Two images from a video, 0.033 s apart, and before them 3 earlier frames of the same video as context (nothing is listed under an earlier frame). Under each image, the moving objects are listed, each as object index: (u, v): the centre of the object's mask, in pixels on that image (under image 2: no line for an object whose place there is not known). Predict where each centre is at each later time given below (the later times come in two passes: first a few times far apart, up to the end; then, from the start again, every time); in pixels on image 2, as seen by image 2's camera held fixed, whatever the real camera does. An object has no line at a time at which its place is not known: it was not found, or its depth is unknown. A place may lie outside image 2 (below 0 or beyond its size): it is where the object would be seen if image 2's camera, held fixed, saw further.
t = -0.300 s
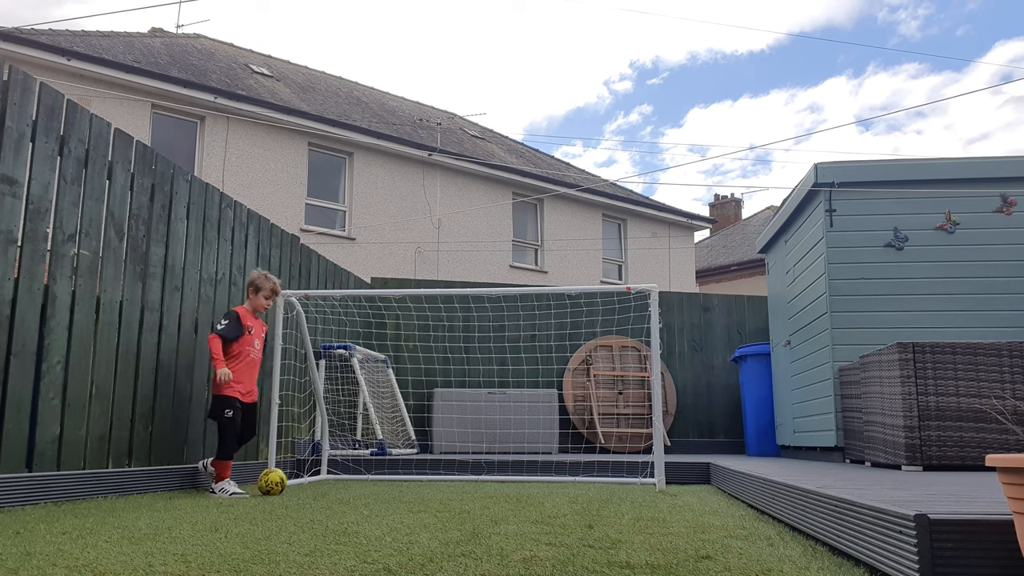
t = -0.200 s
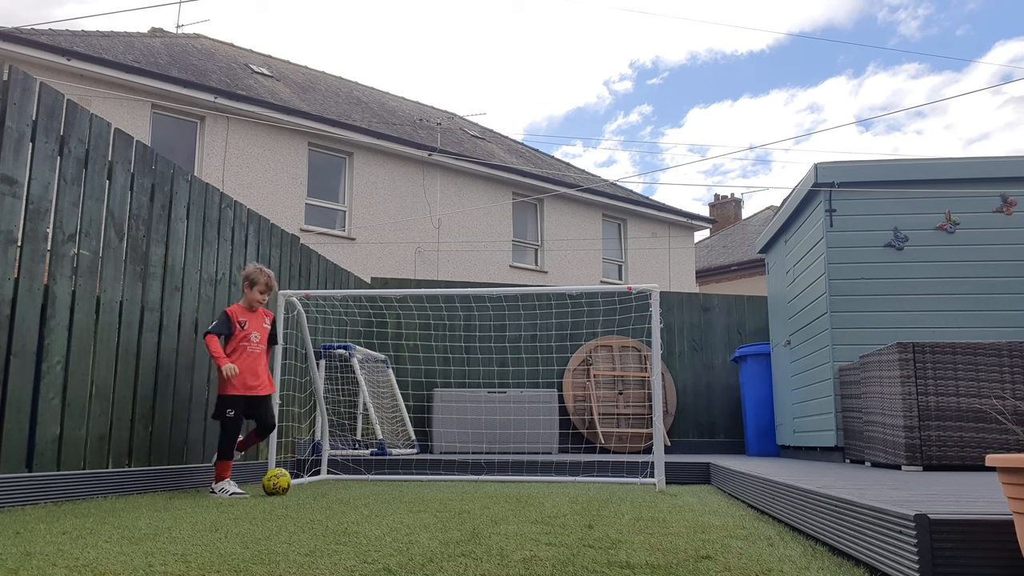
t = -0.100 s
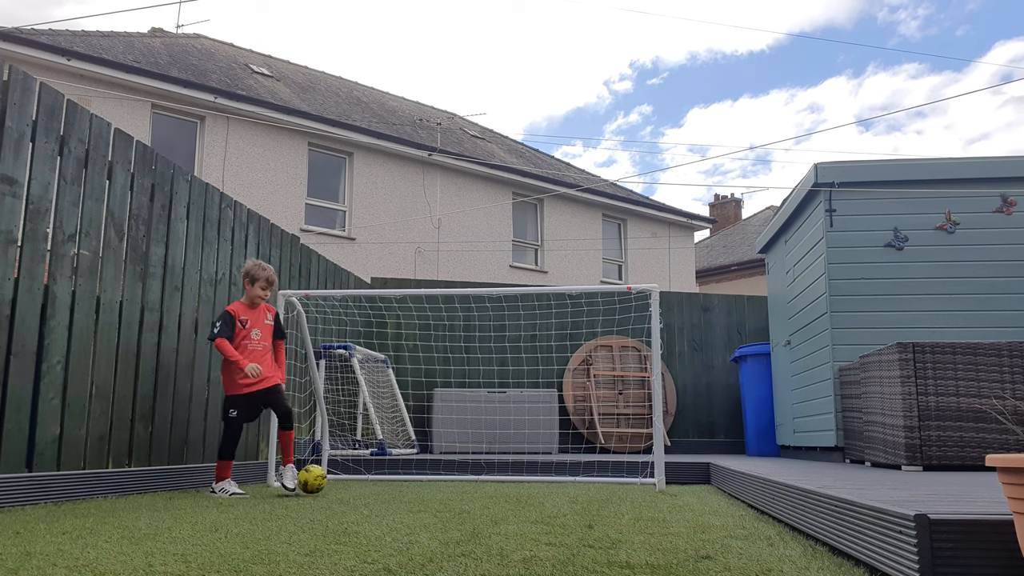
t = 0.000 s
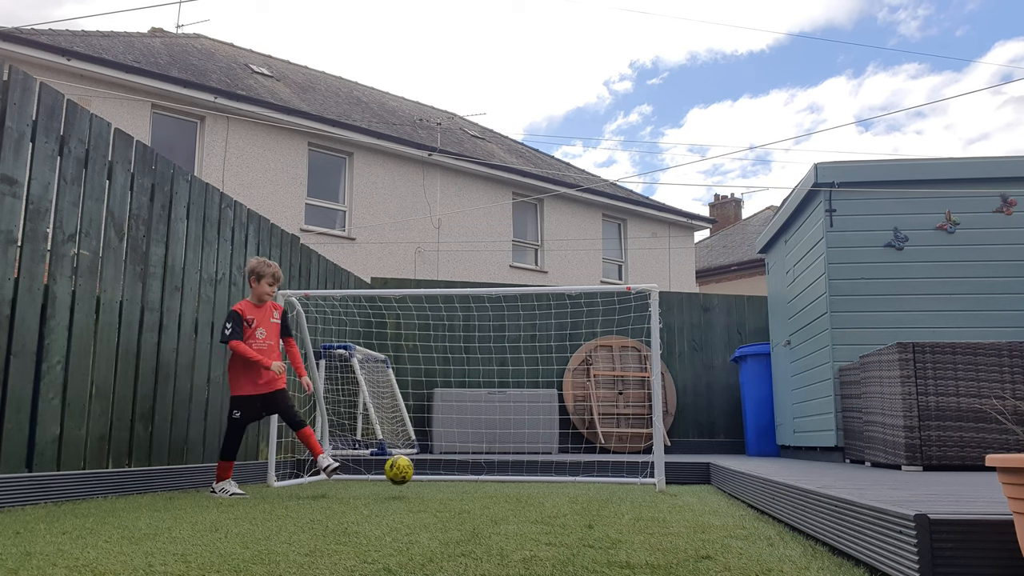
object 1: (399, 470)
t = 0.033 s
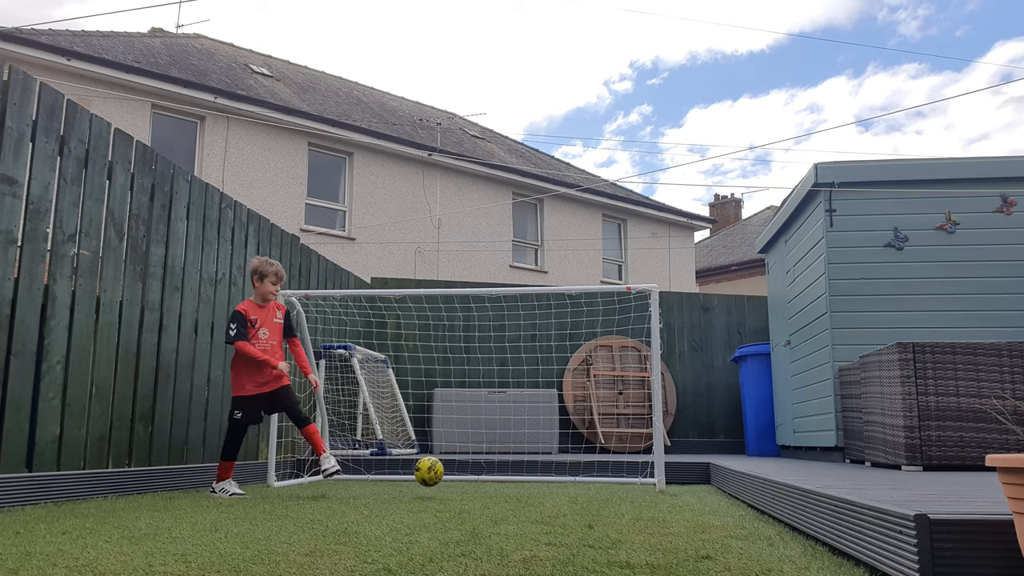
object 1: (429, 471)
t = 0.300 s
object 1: (620, 468)
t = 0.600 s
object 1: (684, 452)
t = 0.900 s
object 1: (585, 479)
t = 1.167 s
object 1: (569, 485)
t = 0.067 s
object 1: (459, 475)
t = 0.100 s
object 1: (489, 482)
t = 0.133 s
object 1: (516, 484)
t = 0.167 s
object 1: (536, 476)
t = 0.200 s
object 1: (556, 470)
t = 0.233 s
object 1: (577, 466)
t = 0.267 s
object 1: (599, 466)
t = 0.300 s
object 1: (620, 468)
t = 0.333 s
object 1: (641, 472)
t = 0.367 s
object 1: (663, 477)
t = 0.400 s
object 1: (686, 486)
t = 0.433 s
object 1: (708, 490)
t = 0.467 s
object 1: (726, 483)
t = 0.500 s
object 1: (723, 473)
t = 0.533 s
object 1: (710, 464)
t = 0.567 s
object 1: (697, 456)
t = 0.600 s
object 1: (684, 452)
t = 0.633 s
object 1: (672, 450)
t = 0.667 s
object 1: (659, 451)
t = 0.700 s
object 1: (647, 453)
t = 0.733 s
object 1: (633, 459)
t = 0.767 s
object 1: (619, 466)
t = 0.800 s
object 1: (606, 476)
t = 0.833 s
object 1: (593, 487)
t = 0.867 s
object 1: (587, 486)
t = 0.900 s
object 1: (585, 479)
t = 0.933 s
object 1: (583, 475)
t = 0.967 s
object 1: (582, 472)
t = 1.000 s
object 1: (580, 472)
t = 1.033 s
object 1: (578, 474)
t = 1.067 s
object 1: (576, 479)
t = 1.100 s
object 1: (575, 486)
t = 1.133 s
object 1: (572, 490)
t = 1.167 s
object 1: (569, 485)
